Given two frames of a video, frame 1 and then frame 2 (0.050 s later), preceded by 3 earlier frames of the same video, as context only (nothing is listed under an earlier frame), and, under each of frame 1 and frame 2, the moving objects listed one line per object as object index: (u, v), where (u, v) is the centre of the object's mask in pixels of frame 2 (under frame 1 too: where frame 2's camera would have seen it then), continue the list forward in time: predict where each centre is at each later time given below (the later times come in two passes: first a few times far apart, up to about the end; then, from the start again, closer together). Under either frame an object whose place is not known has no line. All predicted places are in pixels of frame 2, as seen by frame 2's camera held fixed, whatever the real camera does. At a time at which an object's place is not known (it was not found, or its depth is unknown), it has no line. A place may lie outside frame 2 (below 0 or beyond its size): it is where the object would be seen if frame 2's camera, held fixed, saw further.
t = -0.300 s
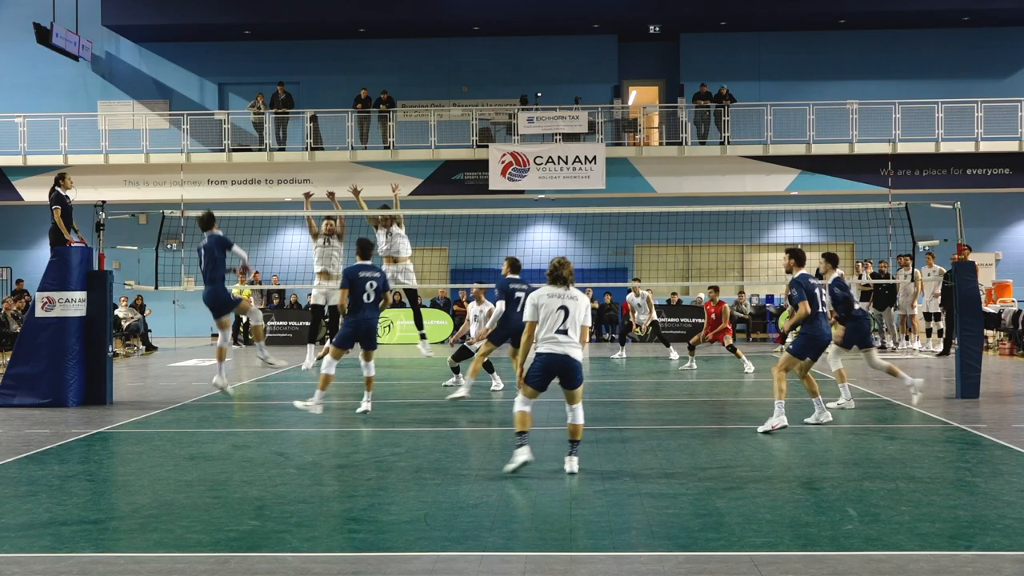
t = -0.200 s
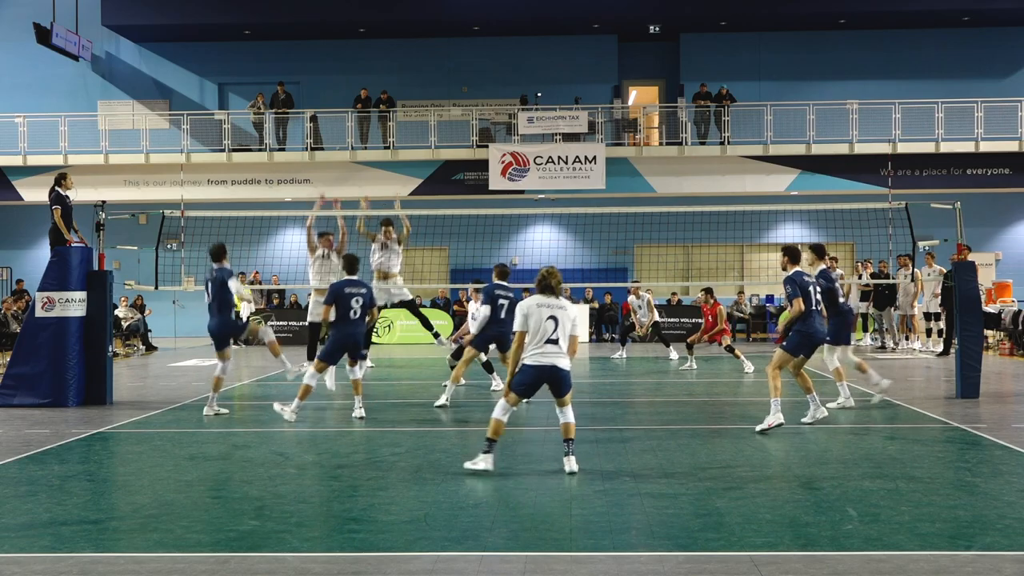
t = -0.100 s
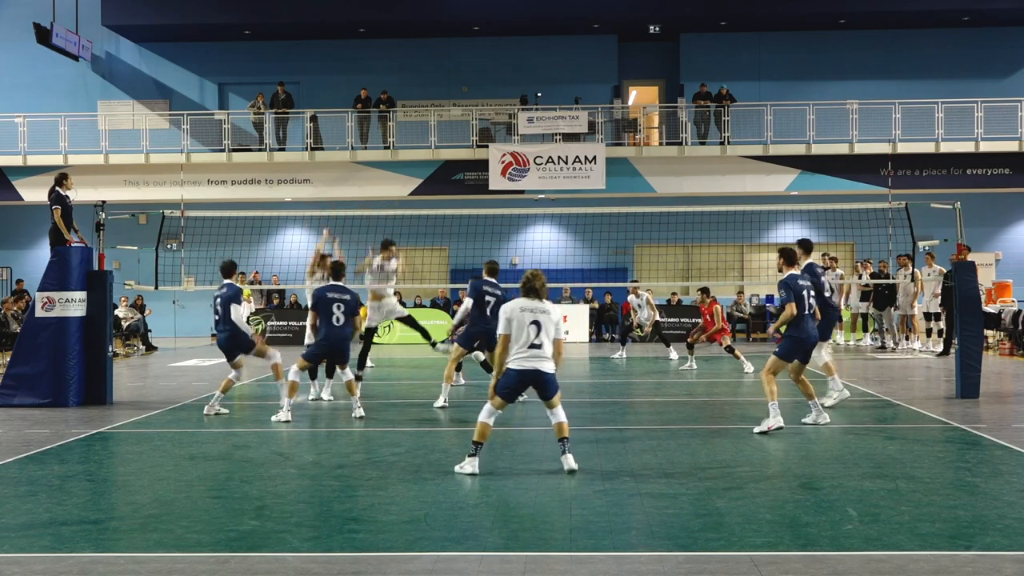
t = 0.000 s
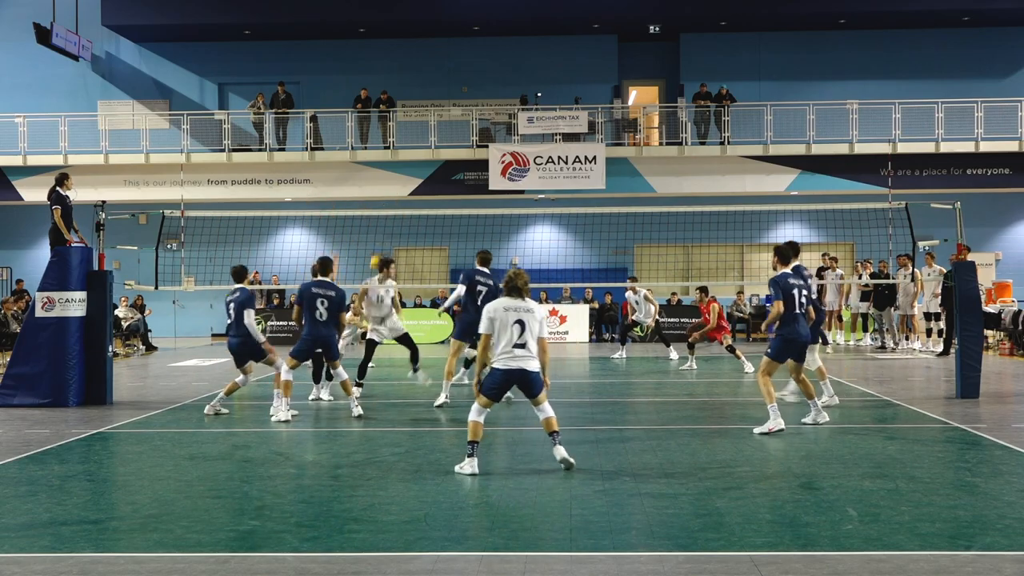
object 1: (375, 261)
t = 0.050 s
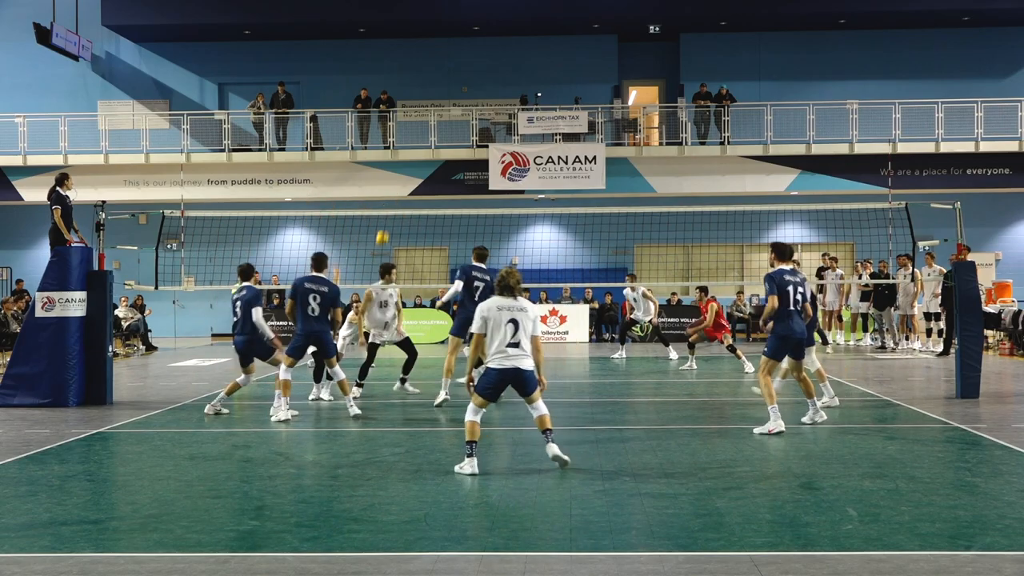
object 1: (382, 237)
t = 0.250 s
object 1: (403, 154)
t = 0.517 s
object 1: (433, 74)
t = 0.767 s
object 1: (462, 35)
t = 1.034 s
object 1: (494, 35)
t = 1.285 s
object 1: (527, 74)
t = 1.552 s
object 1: (565, 160)
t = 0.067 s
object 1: (384, 229)
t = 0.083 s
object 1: (385, 223)
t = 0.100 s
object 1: (387, 214)
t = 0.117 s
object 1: (390, 206)
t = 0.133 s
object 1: (391, 201)
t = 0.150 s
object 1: (393, 193)
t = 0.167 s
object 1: (395, 186)
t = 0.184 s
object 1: (396, 179)
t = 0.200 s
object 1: (398, 173)
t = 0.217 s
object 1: (400, 166)
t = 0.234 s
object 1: (402, 161)
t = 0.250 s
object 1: (403, 154)
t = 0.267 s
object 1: (406, 147)
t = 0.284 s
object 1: (408, 141)
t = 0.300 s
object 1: (409, 135)
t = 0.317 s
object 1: (411, 130)
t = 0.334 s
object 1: (413, 125)
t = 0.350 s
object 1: (415, 120)
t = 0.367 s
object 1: (416, 115)
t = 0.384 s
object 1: (419, 109)
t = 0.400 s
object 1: (420, 104)
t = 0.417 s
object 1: (422, 99)
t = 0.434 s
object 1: (424, 95)
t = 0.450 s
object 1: (426, 91)
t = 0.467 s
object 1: (427, 86)
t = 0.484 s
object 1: (429, 82)
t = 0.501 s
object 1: (431, 78)
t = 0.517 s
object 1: (433, 74)
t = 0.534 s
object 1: (435, 70)
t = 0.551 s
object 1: (437, 67)
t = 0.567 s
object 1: (438, 63)
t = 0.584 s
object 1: (440, 60)
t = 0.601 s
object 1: (443, 57)
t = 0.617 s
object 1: (444, 54)
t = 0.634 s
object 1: (446, 51)
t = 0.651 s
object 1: (448, 49)
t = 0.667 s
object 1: (450, 46)
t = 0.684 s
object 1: (452, 44)
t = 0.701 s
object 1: (454, 42)
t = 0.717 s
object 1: (456, 40)
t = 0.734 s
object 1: (458, 38)
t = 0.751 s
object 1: (460, 36)
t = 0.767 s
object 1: (462, 35)
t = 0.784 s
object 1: (464, 34)
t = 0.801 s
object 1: (466, 33)
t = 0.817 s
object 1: (468, 32)
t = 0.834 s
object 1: (470, 31)
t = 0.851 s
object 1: (472, 30)
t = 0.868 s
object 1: (474, 30)
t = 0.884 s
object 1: (476, 29)
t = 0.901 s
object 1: (478, 30)
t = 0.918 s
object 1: (480, 30)
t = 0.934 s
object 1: (482, 30)
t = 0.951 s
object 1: (484, 30)
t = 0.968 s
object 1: (486, 31)
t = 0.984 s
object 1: (488, 31)
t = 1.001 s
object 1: (490, 32)
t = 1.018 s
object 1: (492, 33)
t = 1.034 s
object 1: (494, 35)
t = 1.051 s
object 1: (496, 36)
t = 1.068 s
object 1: (499, 38)
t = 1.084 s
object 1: (501, 39)
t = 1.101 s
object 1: (503, 41)
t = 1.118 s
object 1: (505, 43)
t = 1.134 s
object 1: (507, 45)
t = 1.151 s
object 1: (510, 48)
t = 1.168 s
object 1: (511, 51)
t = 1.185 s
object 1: (514, 53)
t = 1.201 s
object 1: (516, 56)
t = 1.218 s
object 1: (518, 59)
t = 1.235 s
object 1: (520, 63)
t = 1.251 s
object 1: (522, 66)
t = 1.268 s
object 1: (525, 70)
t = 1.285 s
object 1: (527, 74)
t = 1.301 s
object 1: (529, 78)
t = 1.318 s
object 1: (532, 82)
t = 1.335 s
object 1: (534, 86)
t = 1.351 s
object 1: (536, 91)
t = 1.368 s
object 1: (538, 96)
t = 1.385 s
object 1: (541, 101)
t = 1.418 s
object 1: (545, 111)
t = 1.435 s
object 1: (548, 116)
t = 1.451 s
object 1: (550, 122)
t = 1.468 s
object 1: (553, 128)
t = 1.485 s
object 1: (555, 135)
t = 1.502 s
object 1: (557, 140)
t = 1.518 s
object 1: (560, 146)
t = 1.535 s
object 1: (562, 155)
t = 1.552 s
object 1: (565, 160)
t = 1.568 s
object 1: (567, 168)
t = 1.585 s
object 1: (569, 175)
